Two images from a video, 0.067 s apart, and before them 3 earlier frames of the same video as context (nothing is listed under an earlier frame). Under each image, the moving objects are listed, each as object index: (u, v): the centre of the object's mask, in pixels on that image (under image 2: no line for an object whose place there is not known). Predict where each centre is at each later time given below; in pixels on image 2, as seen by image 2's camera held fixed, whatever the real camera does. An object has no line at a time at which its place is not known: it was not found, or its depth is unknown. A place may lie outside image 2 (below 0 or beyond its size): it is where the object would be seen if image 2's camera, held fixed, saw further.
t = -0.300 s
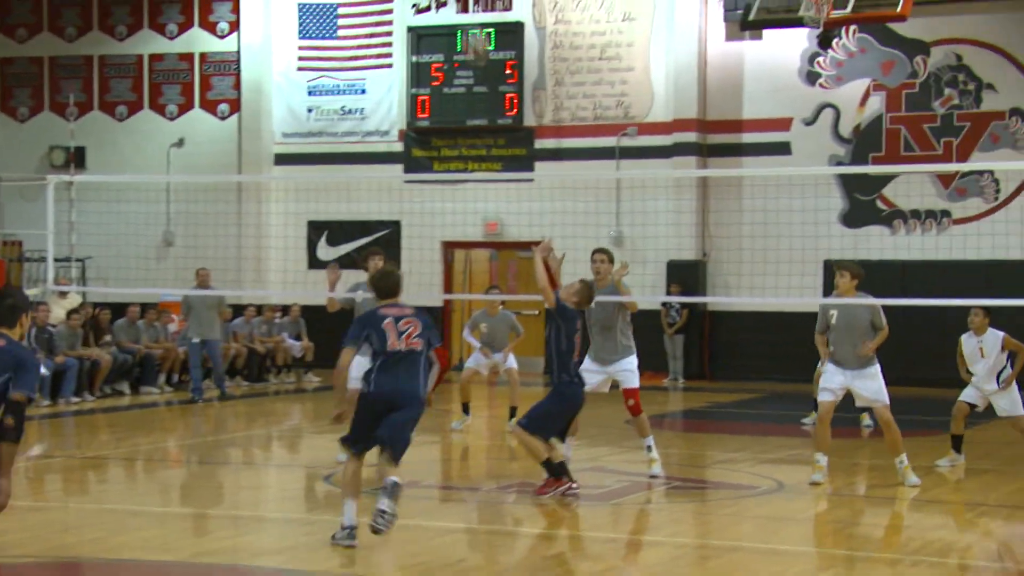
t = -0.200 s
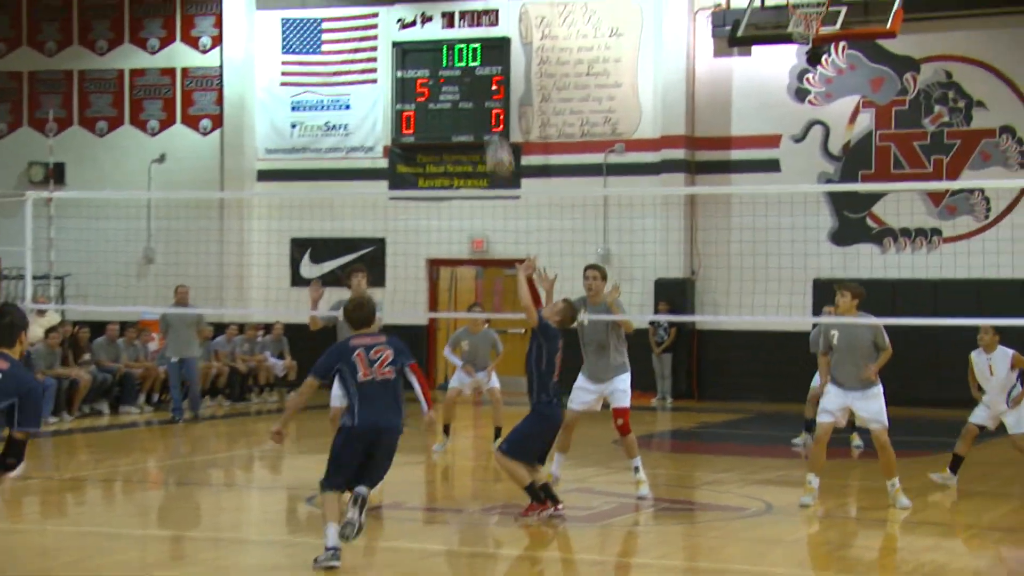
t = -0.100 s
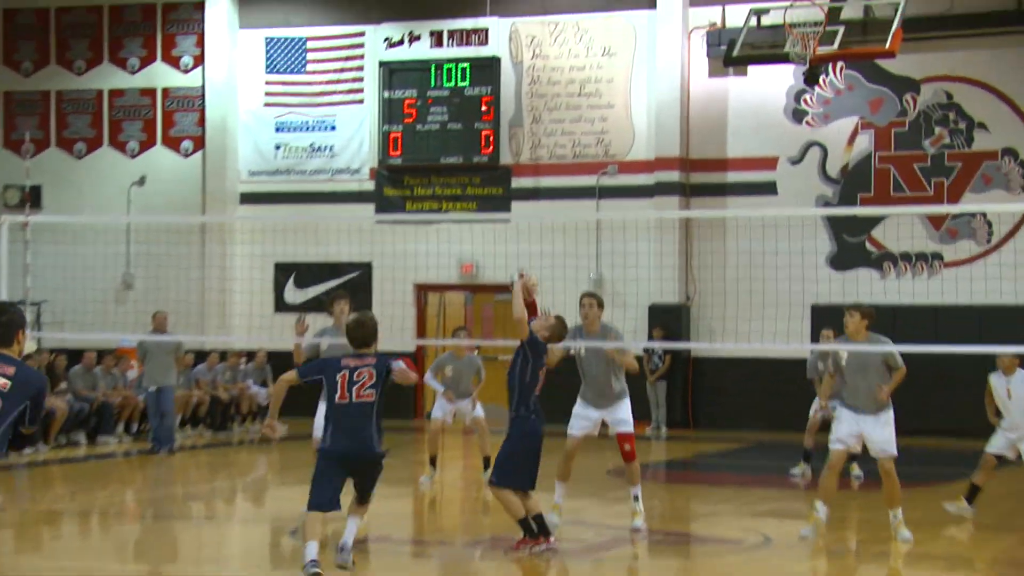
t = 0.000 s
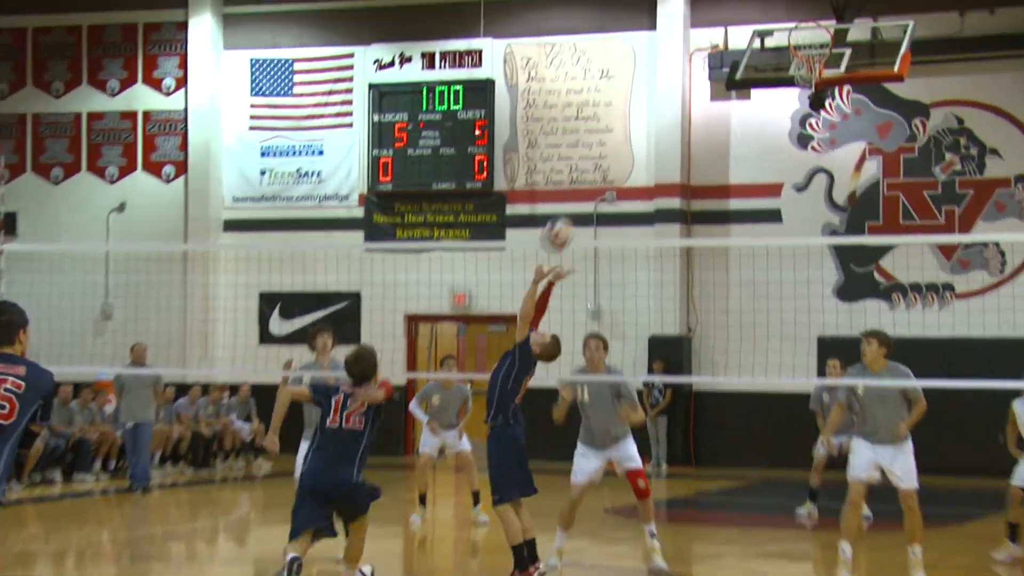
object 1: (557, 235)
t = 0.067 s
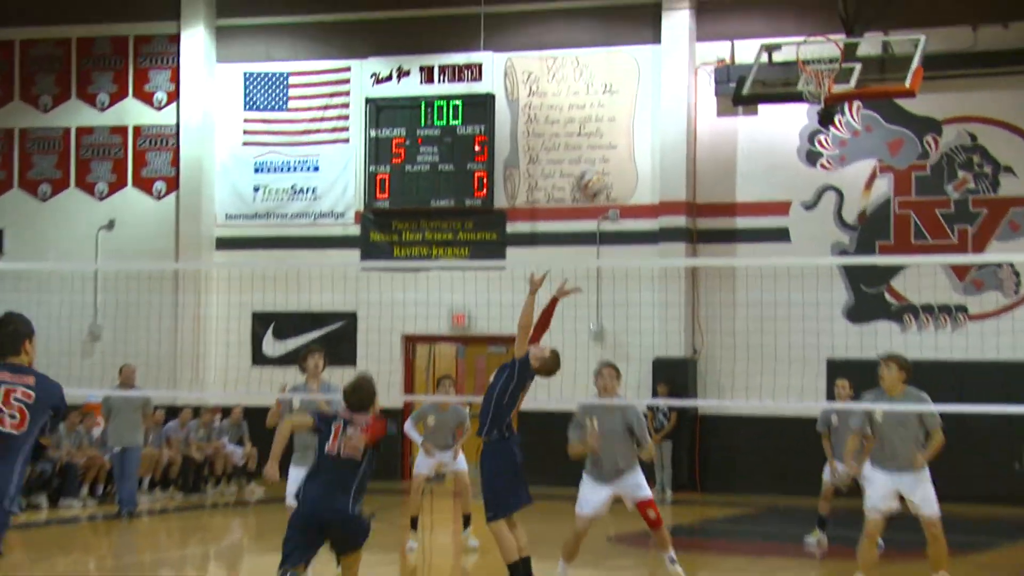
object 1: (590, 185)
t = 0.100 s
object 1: (606, 153)
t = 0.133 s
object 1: (620, 122)
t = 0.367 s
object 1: (727, -50)
